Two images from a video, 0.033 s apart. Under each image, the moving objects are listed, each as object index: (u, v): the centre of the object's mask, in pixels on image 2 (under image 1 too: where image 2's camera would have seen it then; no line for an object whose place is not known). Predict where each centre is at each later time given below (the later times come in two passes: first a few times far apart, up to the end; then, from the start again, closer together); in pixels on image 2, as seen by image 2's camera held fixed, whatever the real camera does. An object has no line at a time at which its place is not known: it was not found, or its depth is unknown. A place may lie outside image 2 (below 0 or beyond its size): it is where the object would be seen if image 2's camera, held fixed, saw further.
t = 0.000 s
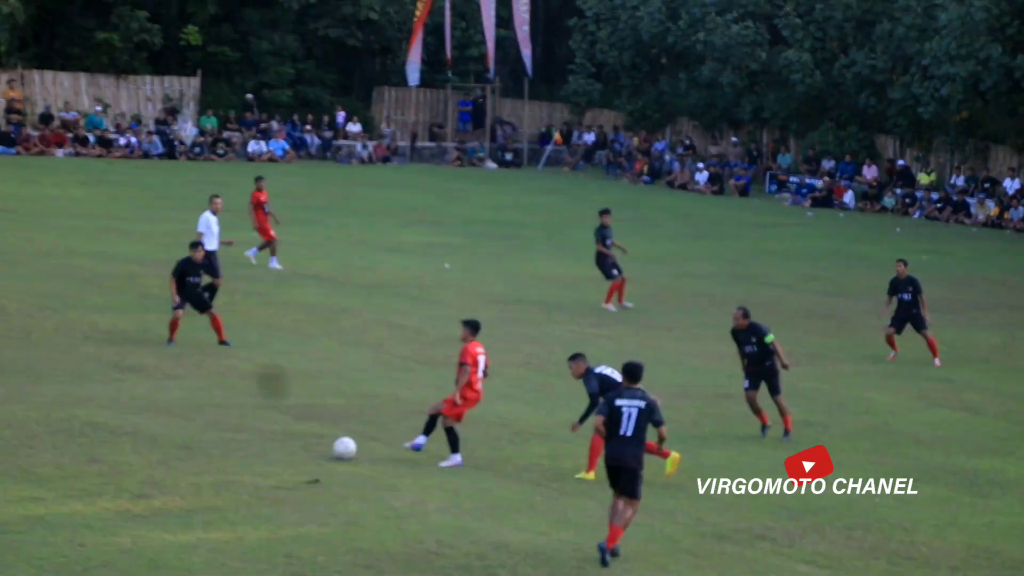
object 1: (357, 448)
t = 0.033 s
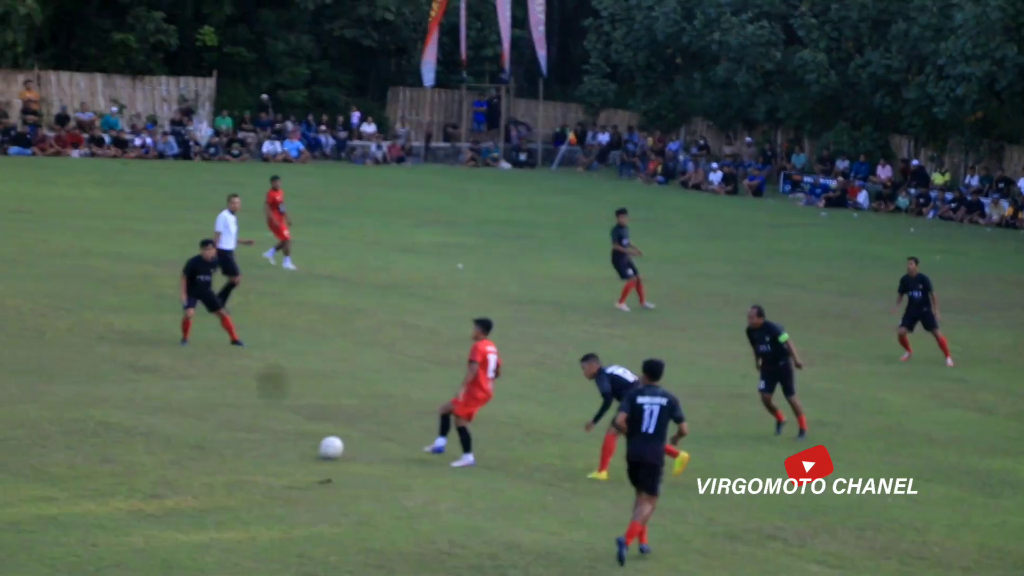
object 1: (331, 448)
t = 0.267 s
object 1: (160, 453)
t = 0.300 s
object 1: (137, 454)
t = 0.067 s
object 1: (306, 447)
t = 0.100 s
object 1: (281, 448)
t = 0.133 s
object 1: (255, 449)
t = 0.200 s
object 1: (207, 450)
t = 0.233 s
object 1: (184, 450)
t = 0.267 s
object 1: (160, 453)
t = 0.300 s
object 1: (137, 454)
